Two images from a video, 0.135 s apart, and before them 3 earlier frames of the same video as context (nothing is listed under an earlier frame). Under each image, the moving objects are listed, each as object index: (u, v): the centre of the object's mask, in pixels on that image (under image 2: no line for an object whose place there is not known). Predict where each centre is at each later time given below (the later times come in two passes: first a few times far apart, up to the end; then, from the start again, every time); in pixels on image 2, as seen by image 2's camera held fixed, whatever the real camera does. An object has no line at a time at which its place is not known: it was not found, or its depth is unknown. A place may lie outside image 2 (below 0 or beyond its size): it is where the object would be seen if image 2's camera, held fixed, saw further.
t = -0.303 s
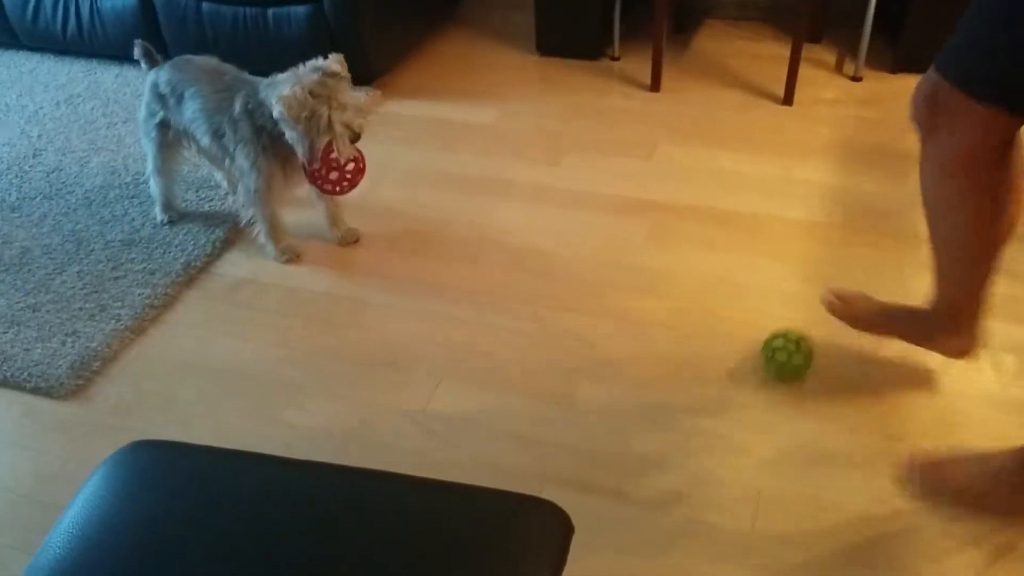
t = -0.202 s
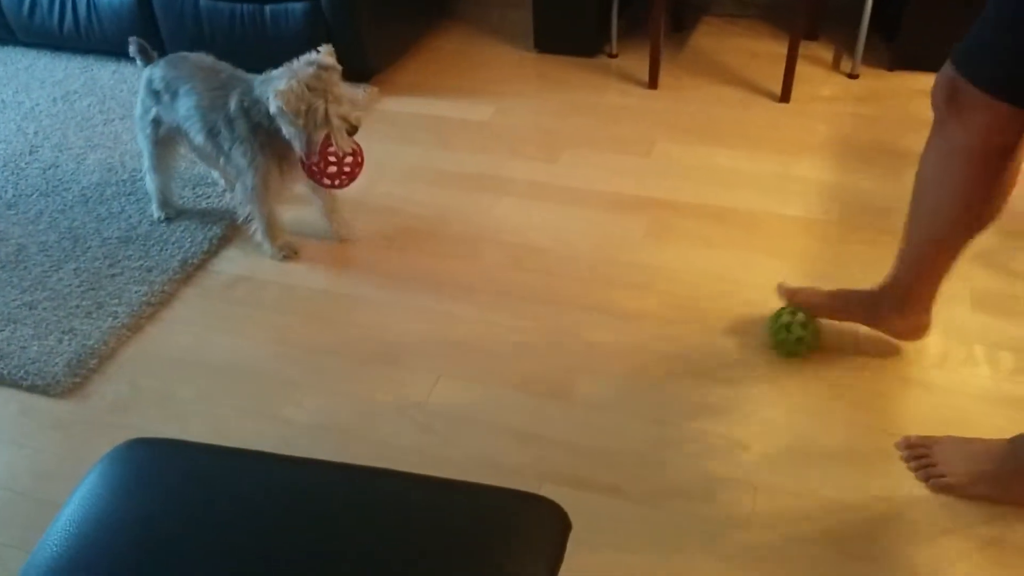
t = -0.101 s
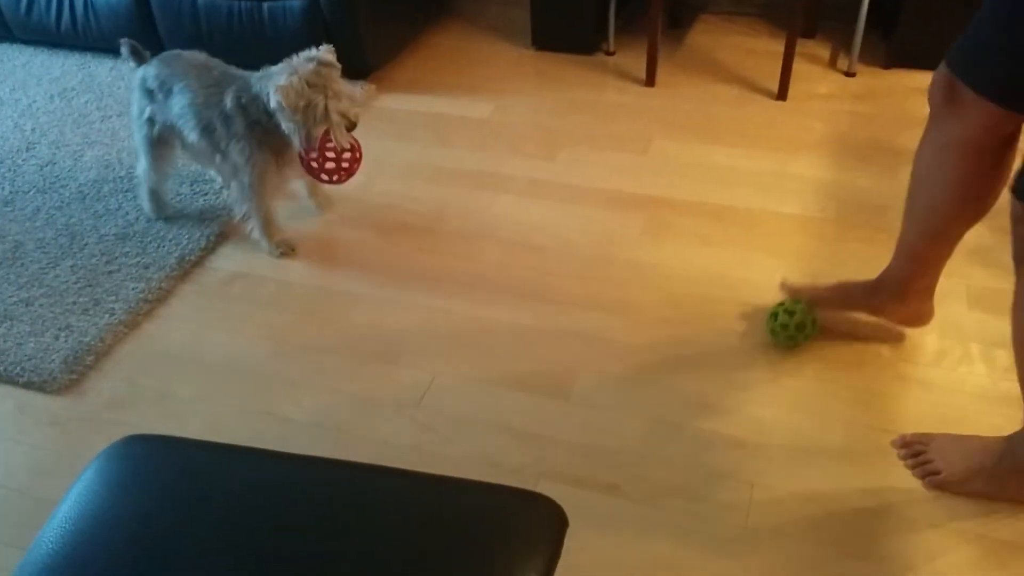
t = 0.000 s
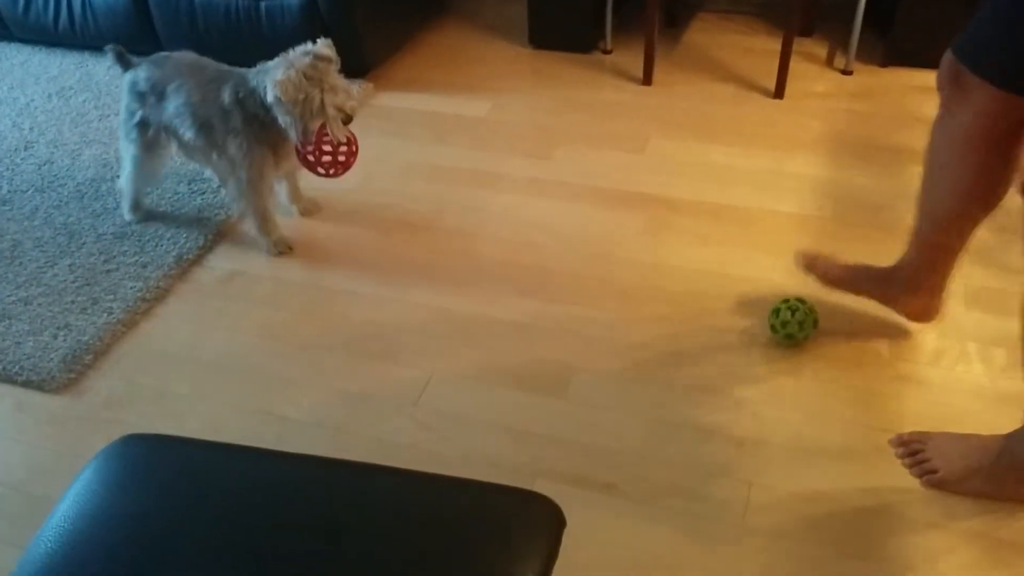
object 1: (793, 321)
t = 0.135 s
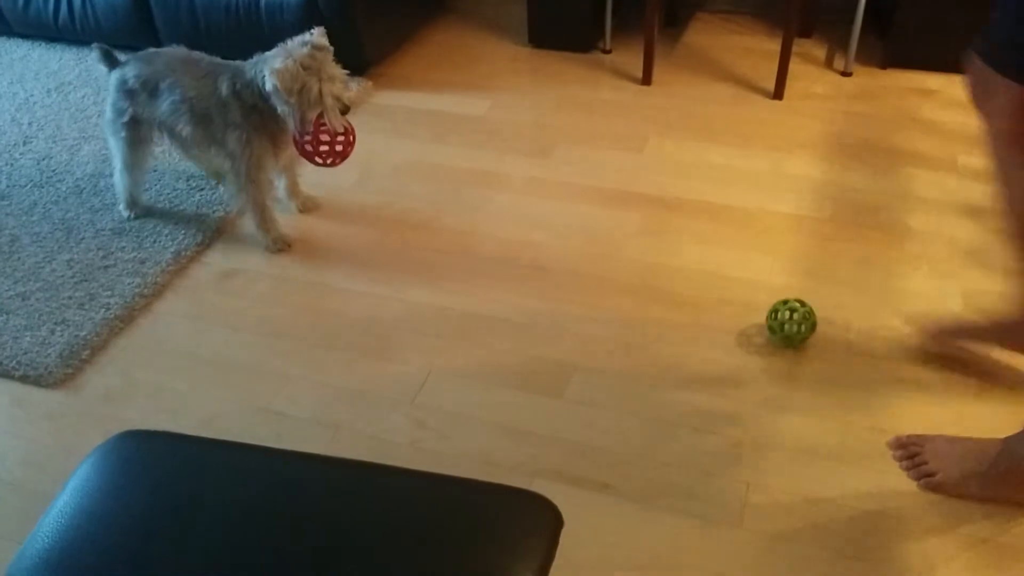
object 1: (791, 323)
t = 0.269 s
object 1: (784, 326)
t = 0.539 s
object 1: (770, 326)
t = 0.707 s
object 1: (761, 325)
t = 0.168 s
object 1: (790, 325)
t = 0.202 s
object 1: (788, 325)
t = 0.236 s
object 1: (787, 326)
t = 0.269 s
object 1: (784, 326)
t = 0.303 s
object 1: (782, 326)
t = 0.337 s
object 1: (781, 325)
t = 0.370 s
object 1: (779, 325)
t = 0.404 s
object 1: (778, 325)
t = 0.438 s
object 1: (777, 325)
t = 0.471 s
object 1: (775, 325)
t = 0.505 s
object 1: (773, 326)
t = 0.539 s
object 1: (770, 326)
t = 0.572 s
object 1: (768, 326)
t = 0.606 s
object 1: (764, 326)
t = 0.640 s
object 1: (763, 325)
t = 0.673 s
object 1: (762, 325)
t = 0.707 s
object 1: (761, 325)
